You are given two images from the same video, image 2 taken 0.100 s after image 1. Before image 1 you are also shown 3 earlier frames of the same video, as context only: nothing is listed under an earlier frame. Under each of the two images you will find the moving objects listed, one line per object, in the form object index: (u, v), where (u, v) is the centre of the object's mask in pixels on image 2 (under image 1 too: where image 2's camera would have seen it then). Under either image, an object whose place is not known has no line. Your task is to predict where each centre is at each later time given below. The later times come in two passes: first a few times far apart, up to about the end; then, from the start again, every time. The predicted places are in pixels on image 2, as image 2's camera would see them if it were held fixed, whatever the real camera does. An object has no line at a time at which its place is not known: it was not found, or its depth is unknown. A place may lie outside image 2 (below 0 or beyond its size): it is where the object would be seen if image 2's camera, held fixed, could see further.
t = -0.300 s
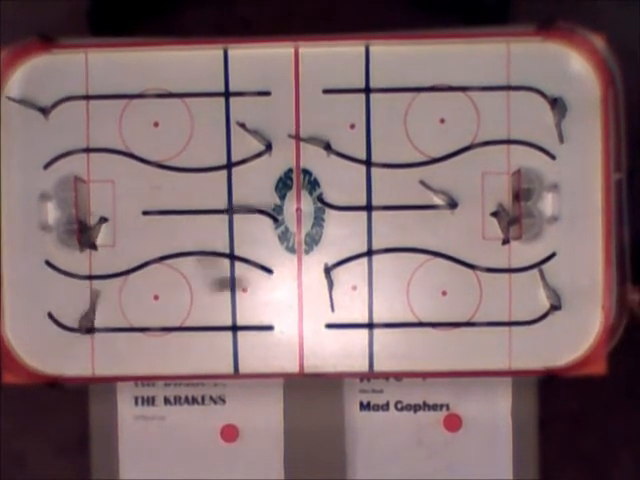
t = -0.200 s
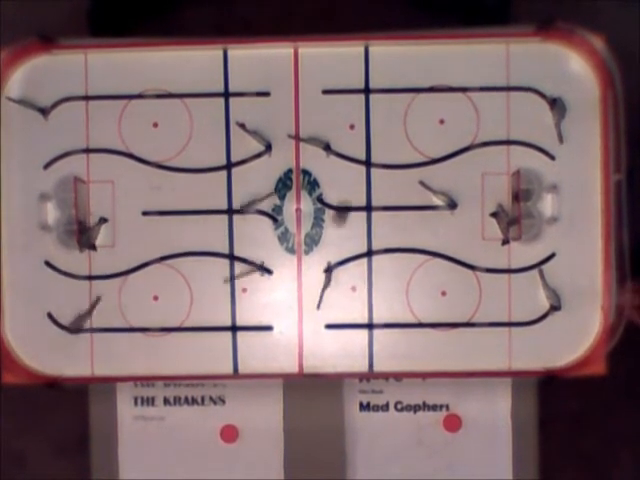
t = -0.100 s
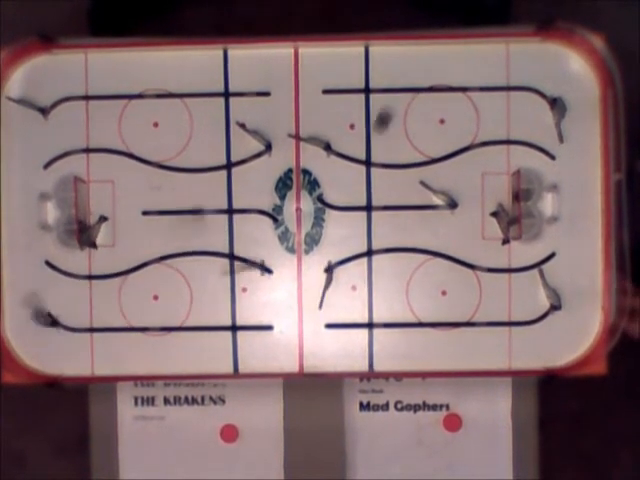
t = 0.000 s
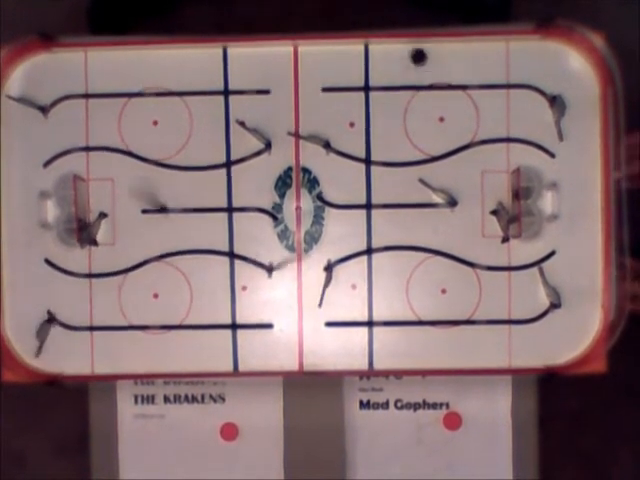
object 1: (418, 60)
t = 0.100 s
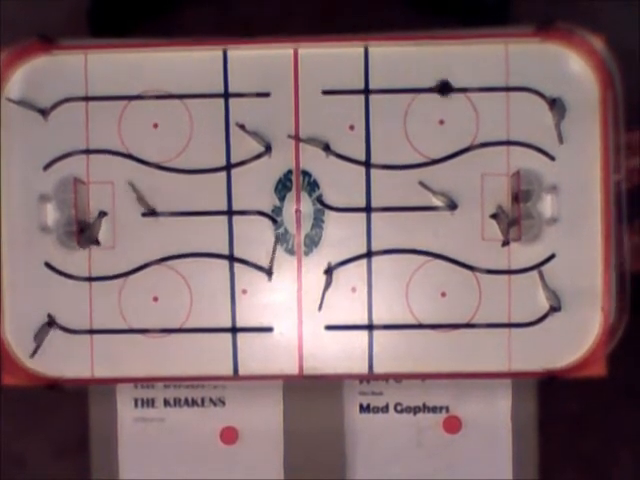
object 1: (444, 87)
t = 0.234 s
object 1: (474, 118)
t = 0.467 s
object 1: (504, 147)
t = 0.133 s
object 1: (452, 97)
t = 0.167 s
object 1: (459, 104)
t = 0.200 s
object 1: (467, 112)
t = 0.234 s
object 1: (474, 118)
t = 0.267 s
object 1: (480, 124)
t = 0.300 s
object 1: (485, 130)
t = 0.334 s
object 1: (491, 136)
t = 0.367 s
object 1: (495, 139)
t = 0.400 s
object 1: (498, 144)
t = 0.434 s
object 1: (502, 146)
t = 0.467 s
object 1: (504, 147)
